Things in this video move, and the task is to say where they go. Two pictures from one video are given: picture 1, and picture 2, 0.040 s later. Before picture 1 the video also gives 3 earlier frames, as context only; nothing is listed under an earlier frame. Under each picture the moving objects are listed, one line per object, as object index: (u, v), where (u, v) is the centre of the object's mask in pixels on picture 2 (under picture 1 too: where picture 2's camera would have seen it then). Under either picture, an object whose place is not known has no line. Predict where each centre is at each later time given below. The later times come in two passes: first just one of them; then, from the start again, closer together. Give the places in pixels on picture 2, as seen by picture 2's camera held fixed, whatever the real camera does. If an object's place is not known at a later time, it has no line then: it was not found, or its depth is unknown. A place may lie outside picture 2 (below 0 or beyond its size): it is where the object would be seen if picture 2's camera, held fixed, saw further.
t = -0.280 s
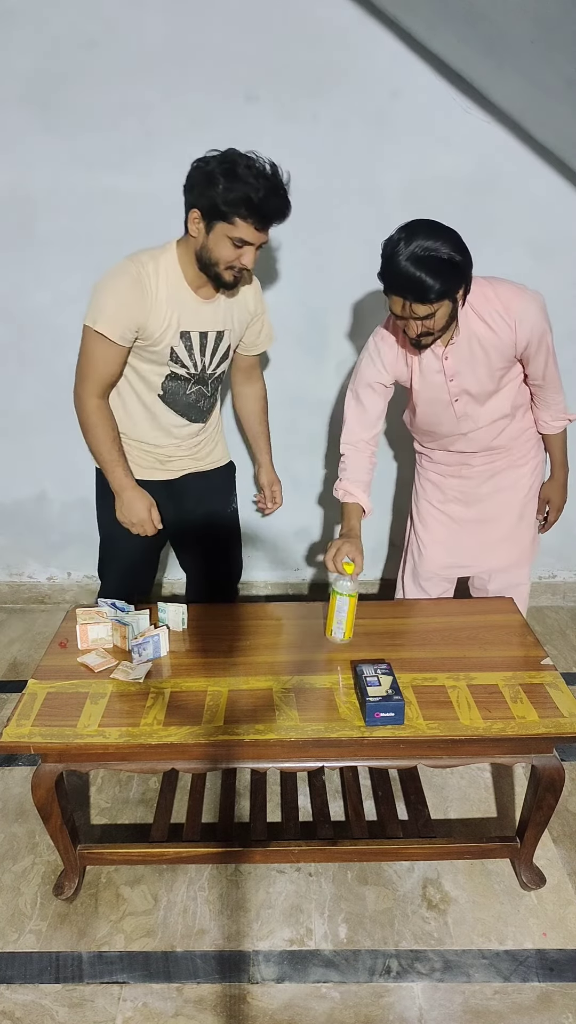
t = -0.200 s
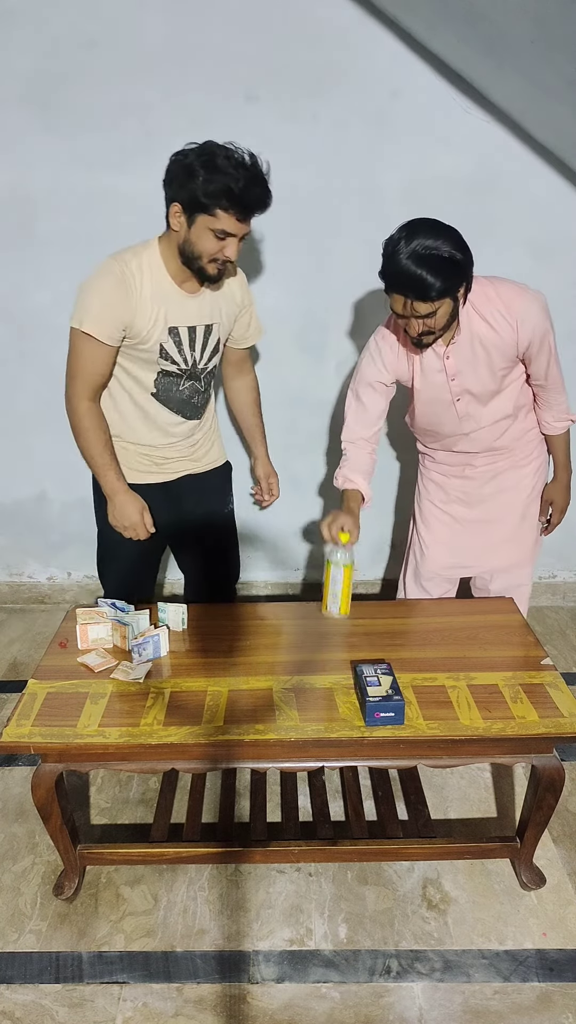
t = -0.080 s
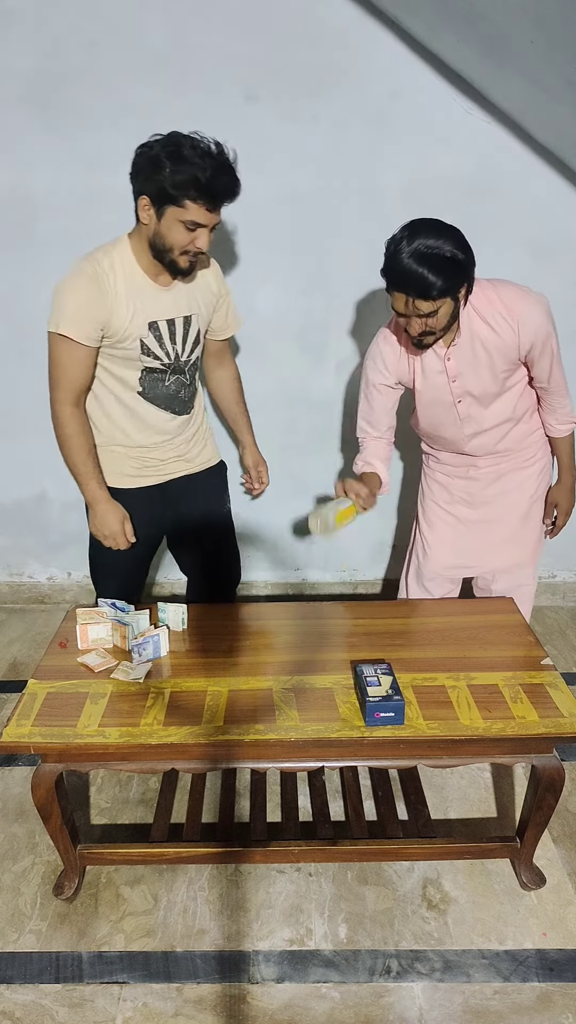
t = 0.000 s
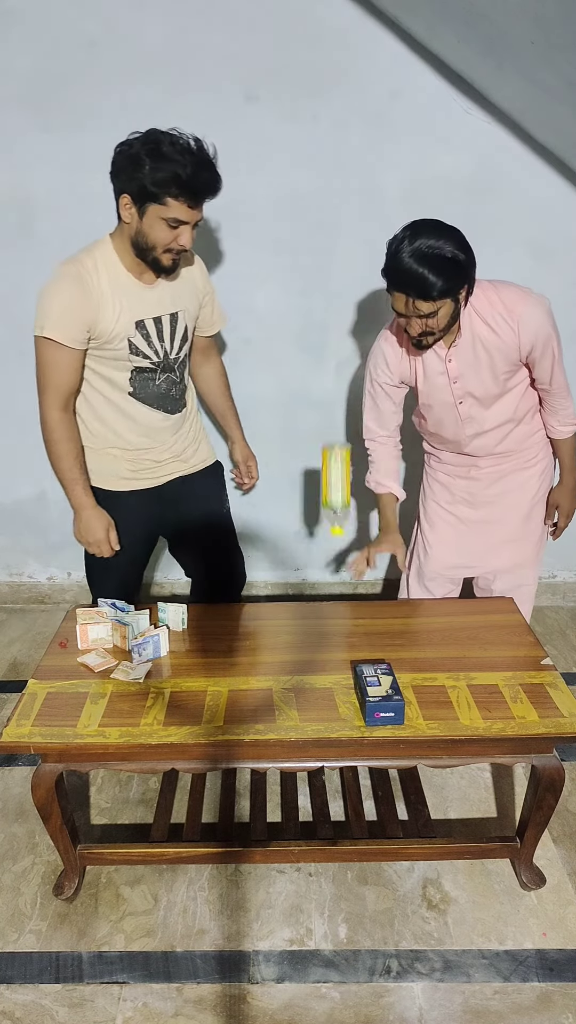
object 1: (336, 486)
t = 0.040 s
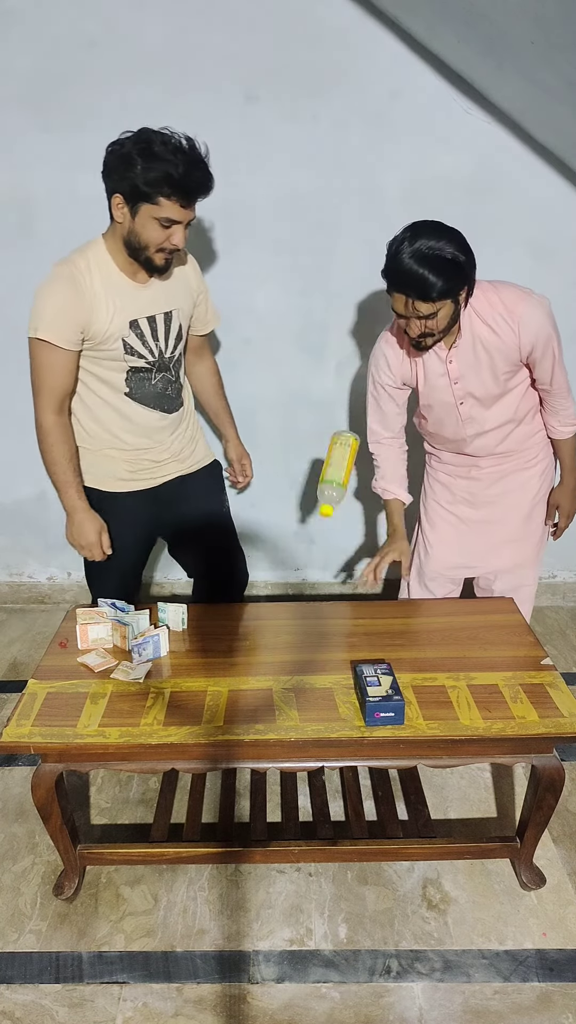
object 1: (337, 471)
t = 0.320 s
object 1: (348, 576)
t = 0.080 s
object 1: (339, 466)
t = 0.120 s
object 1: (341, 469)
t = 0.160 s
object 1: (343, 479)
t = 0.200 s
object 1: (344, 495)
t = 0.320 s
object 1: (348, 576)
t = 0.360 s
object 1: (350, 601)
